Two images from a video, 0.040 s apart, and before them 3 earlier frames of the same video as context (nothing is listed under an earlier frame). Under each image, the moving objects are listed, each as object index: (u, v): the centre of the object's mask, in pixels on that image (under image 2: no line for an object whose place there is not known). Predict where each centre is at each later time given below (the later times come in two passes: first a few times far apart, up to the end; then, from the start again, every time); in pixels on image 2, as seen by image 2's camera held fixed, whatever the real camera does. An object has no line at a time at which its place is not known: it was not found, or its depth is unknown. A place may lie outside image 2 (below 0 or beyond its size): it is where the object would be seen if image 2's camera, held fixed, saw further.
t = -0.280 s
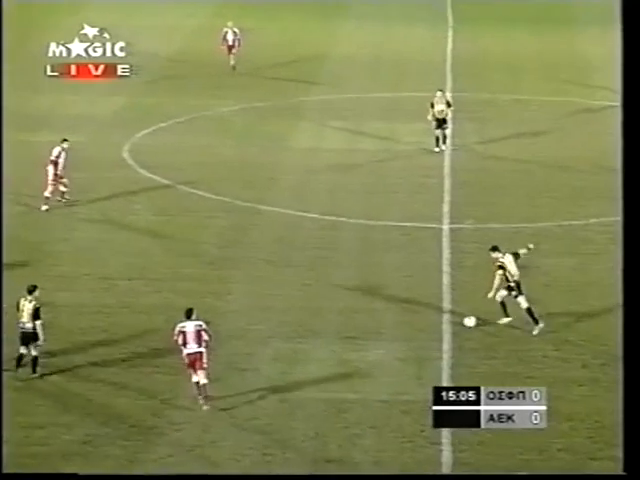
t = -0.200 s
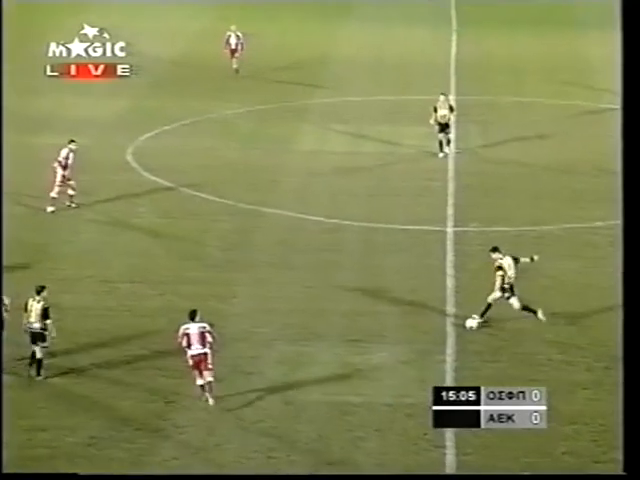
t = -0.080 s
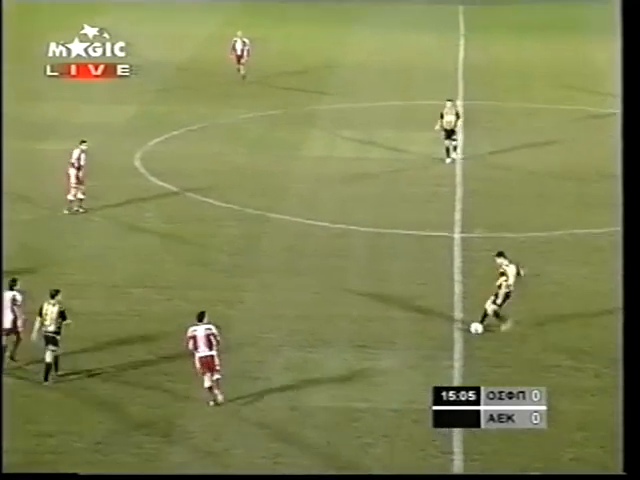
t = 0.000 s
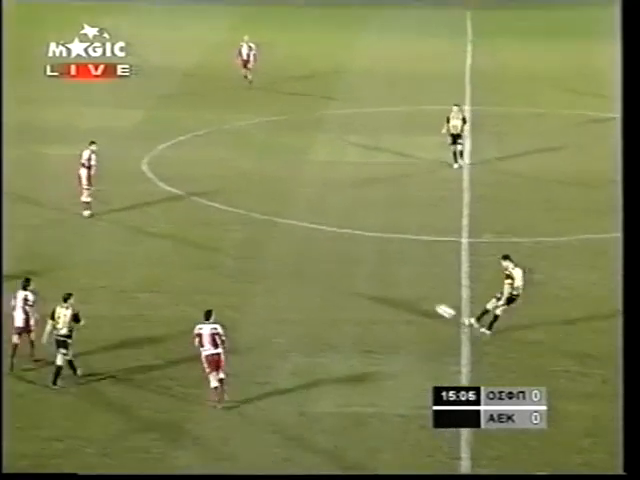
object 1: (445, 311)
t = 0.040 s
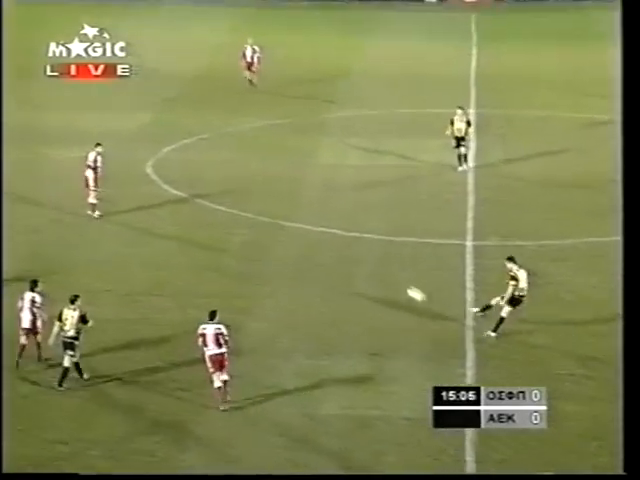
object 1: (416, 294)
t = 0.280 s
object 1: (237, 195)
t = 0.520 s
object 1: (82, 124)
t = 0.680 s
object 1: (-12, 90)
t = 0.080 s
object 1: (385, 276)
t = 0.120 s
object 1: (353, 257)
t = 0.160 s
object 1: (323, 241)
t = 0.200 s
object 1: (293, 225)
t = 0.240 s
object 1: (265, 210)
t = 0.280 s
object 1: (237, 195)
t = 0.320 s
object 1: (210, 181)
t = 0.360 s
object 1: (184, 169)
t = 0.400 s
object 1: (158, 157)
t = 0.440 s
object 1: (132, 145)
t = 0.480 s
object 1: (107, 134)
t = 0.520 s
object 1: (82, 124)
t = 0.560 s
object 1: (58, 114)
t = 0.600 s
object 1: (35, 106)
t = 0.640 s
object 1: (11, 98)
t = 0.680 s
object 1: (-12, 90)
